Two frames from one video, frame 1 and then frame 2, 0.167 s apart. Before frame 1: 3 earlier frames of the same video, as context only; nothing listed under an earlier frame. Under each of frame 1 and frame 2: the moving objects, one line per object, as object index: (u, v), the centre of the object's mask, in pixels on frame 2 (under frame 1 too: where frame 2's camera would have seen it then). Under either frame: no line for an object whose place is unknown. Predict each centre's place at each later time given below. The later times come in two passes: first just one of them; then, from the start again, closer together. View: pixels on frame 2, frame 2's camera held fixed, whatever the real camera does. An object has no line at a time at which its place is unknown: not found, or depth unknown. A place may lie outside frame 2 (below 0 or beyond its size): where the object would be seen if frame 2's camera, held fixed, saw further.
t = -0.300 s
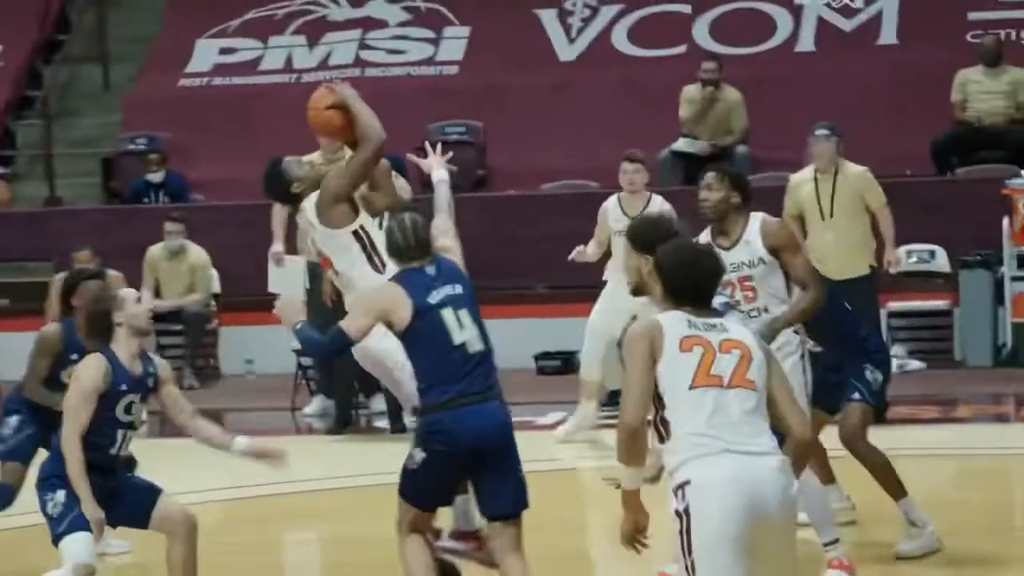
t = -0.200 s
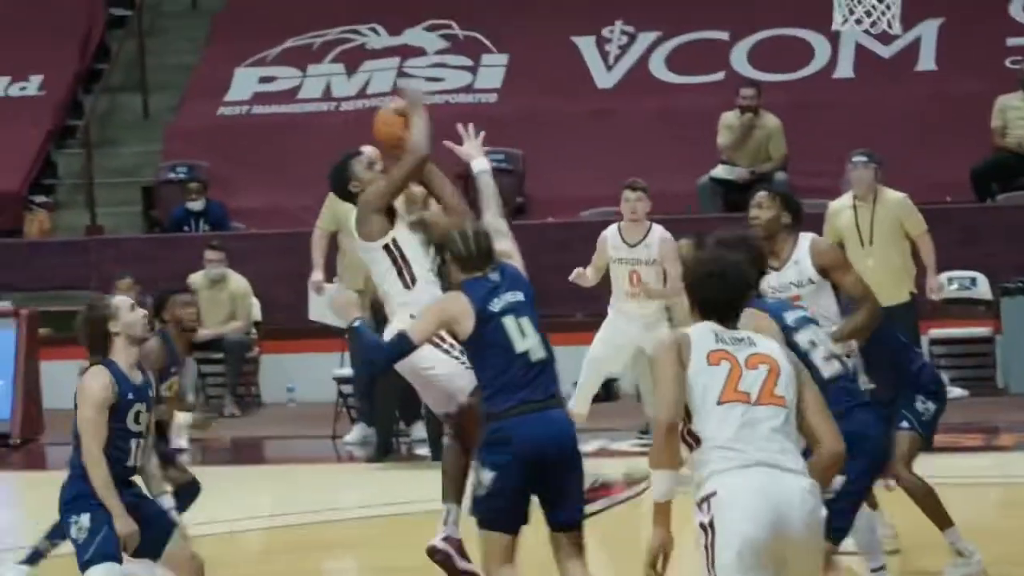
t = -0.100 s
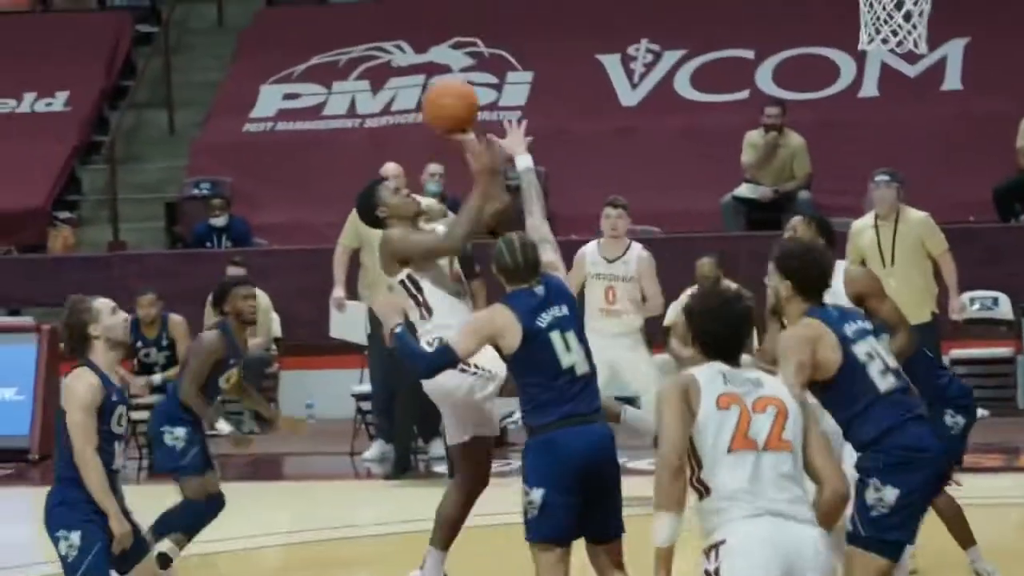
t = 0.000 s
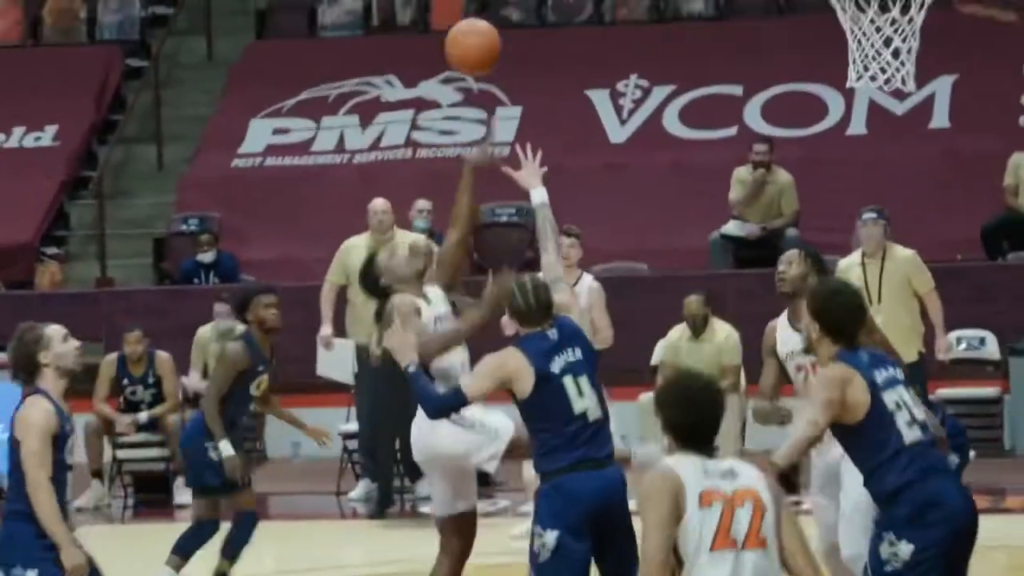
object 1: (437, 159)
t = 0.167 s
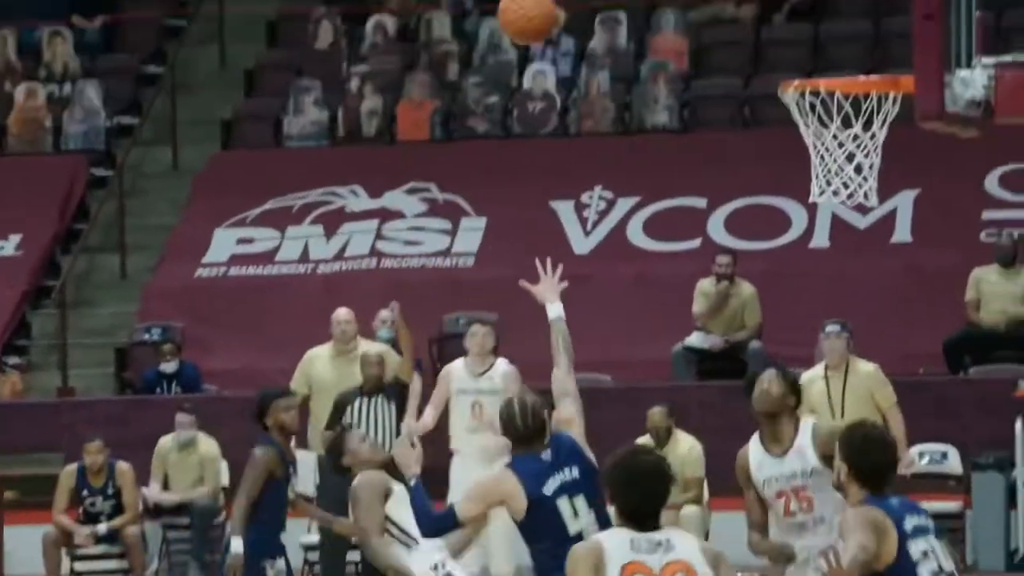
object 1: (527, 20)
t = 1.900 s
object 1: (857, 72)
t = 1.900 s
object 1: (857, 72)
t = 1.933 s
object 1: (856, 104)
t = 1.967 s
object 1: (857, 131)
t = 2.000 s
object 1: (856, 161)
